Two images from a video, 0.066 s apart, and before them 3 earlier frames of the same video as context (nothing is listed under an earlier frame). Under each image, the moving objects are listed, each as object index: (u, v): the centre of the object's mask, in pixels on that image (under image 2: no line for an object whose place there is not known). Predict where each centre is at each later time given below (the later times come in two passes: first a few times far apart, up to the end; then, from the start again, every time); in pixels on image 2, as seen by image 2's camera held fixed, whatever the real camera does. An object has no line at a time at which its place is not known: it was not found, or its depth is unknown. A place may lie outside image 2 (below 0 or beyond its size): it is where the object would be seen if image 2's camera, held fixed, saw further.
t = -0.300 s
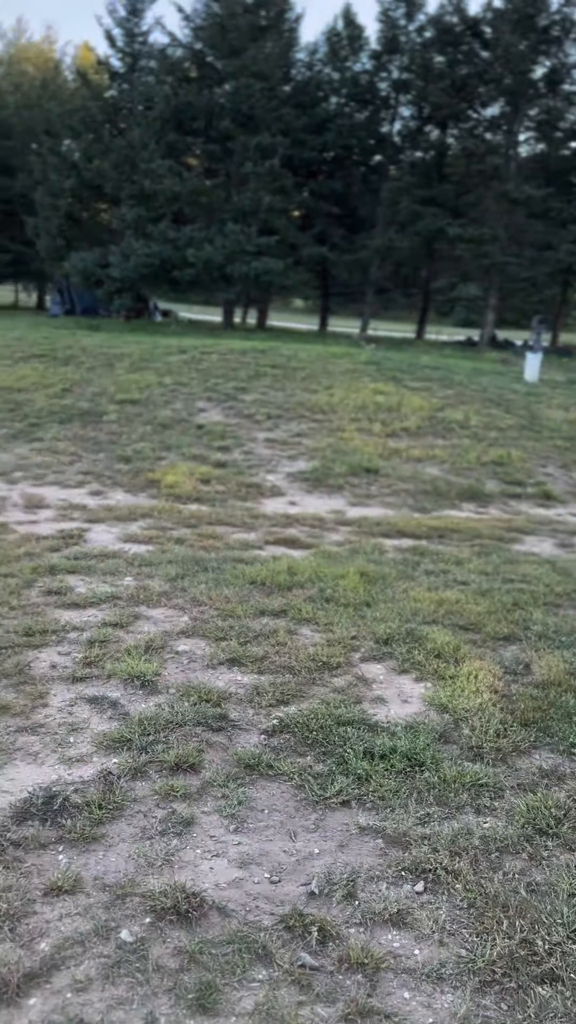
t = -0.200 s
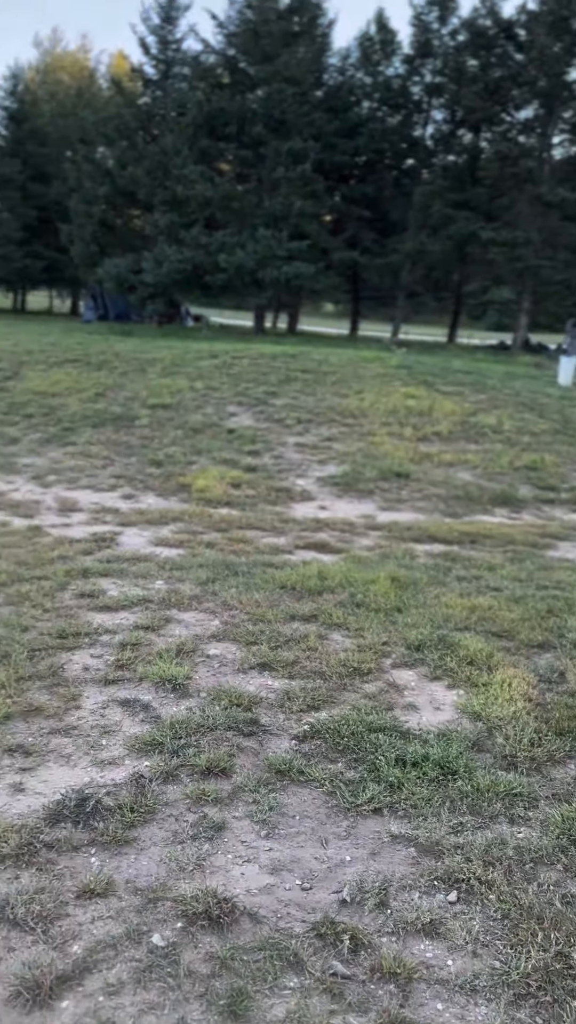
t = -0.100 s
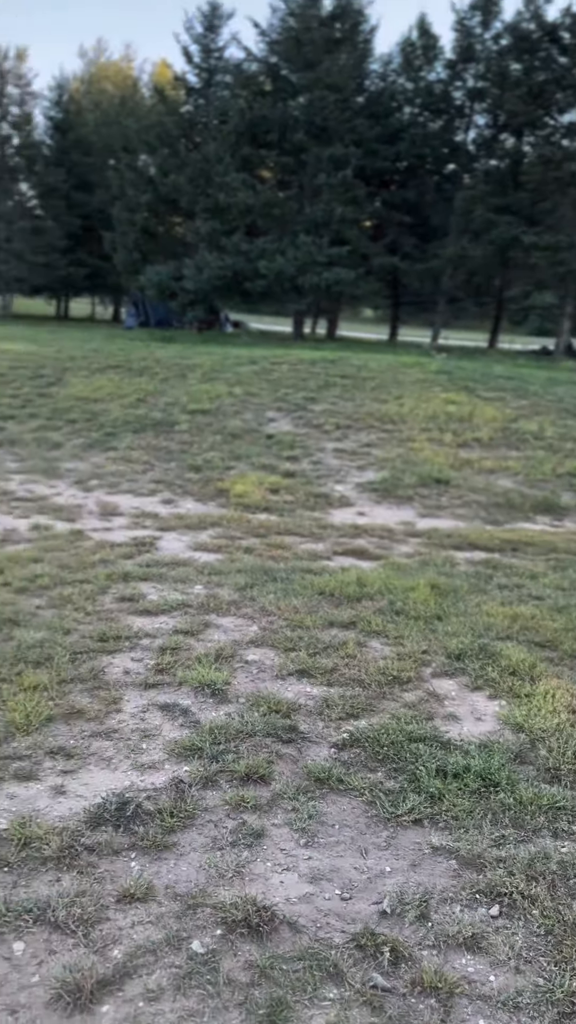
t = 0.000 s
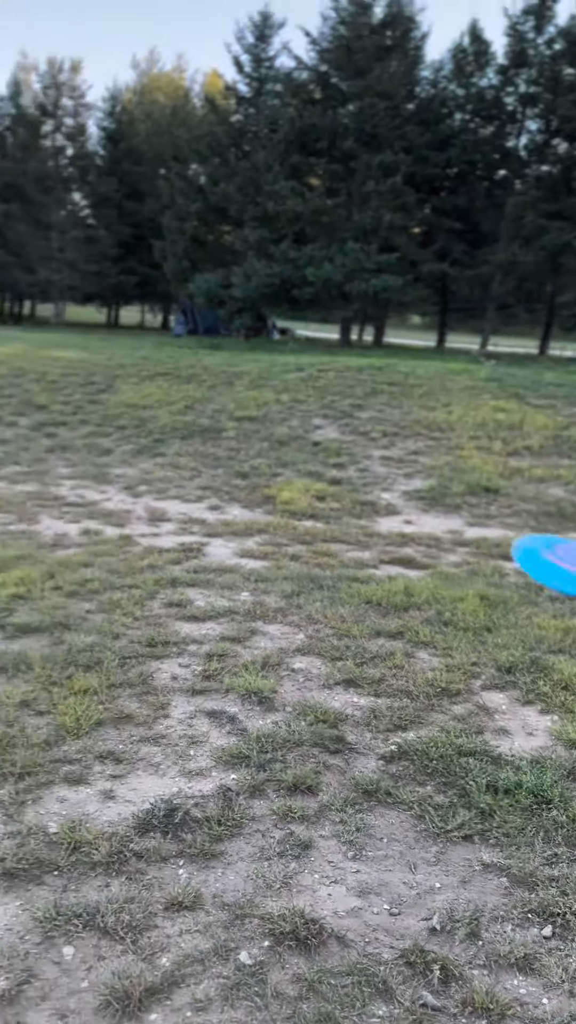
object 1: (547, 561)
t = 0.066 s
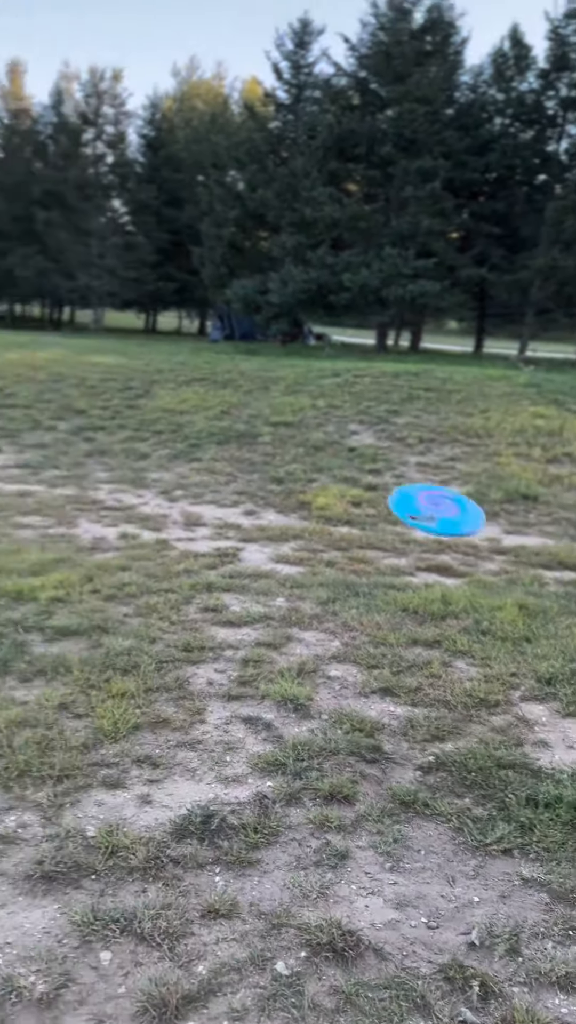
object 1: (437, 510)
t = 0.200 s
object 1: (211, 431)
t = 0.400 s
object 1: (5, 377)
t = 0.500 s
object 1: (-70, 368)
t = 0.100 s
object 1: (368, 485)
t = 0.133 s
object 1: (309, 464)
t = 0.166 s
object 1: (258, 446)
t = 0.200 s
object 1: (211, 431)
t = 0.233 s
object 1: (169, 418)
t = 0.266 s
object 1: (130, 407)
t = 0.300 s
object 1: (95, 397)
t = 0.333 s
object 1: (62, 389)
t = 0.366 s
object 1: (33, 383)
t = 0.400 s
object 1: (5, 377)
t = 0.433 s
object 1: (-21, 374)
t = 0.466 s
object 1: (-46, 370)
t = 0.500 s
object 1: (-70, 368)
